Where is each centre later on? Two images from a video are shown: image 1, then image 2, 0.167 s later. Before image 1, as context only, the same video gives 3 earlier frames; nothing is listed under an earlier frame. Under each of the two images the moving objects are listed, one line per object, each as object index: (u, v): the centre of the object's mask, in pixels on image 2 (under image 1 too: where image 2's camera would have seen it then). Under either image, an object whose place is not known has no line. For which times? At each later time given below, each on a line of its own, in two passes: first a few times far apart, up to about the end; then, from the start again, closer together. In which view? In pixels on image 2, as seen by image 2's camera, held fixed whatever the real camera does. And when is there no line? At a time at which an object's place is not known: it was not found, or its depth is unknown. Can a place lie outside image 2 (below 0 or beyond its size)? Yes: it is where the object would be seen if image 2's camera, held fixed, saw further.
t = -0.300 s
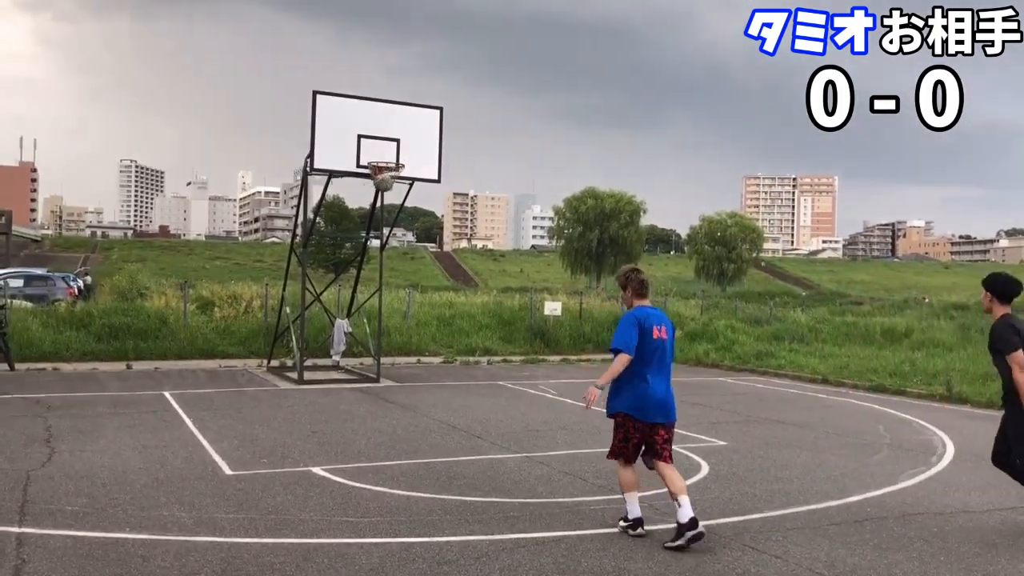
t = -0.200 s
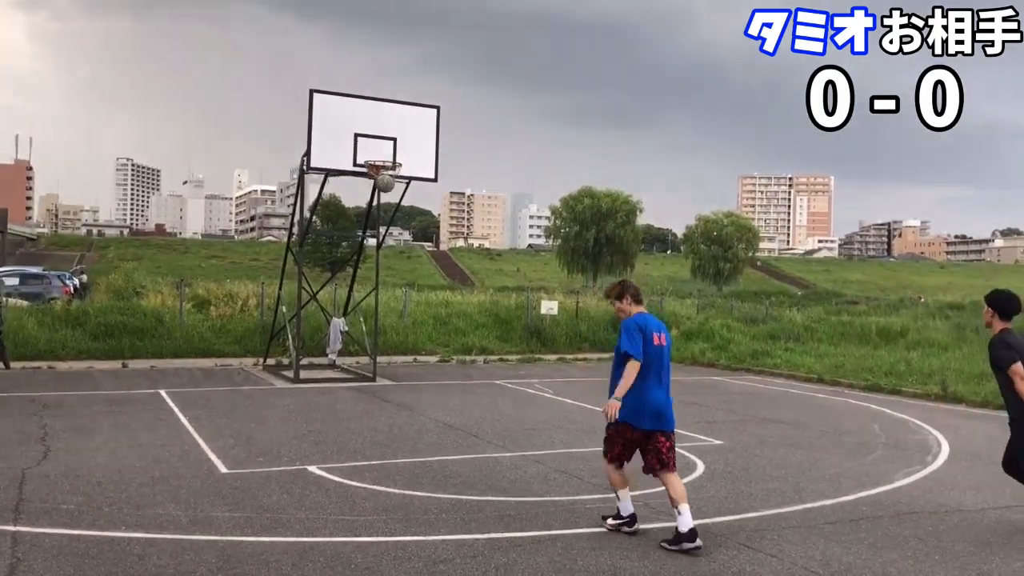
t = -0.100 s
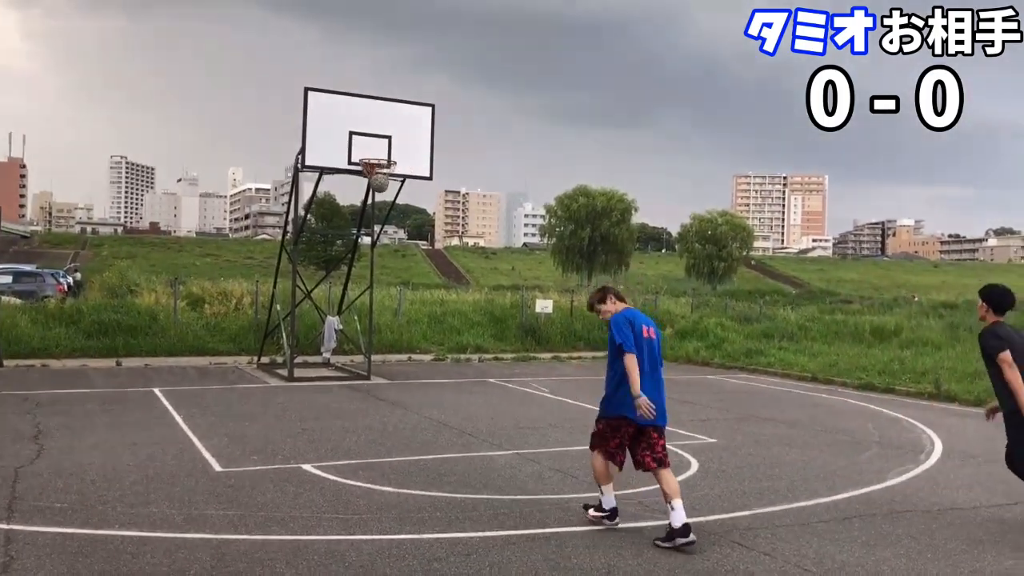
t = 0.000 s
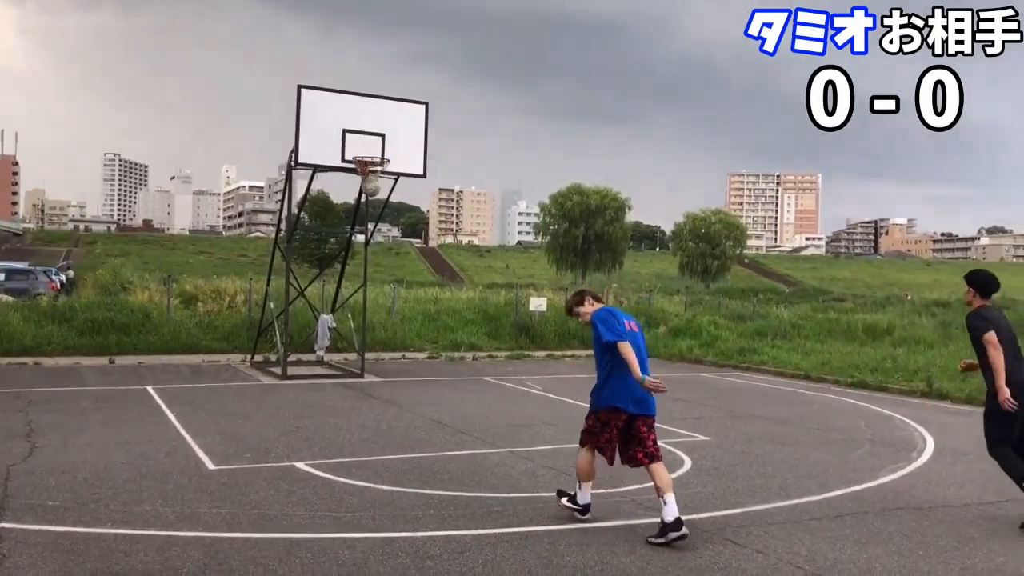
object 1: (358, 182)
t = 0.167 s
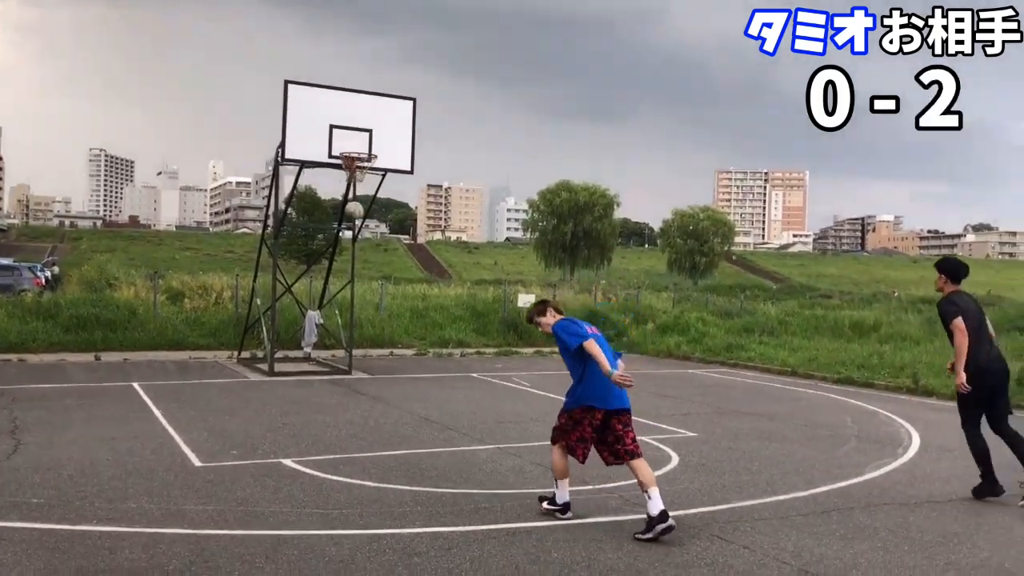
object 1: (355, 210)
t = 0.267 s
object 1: (351, 236)
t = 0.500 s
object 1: (343, 325)
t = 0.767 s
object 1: (334, 330)
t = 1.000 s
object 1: (327, 277)
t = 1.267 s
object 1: (317, 269)
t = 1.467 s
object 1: (310, 300)
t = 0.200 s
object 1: (353, 217)
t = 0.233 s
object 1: (352, 227)
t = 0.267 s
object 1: (351, 236)
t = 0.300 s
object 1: (349, 246)
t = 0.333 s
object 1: (349, 258)
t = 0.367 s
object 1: (347, 270)
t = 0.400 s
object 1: (346, 282)
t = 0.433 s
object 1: (345, 296)
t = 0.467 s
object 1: (344, 310)
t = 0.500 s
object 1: (343, 325)
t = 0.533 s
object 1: (341, 341)
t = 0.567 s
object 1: (340, 358)
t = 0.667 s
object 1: (337, 366)
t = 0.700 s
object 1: (336, 353)
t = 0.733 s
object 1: (335, 342)
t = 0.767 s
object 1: (334, 330)
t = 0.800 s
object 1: (333, 320)
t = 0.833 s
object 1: (332, 310)
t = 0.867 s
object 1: (331, 303)
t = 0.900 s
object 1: (330, 294)
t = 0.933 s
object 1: (329, 287)
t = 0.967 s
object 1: (328, 282)
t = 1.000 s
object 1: (327, 277)
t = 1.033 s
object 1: (326, 272)
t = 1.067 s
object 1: (324, 266)
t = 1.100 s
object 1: (322, 264)
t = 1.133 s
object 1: (321, 264)
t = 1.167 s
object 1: (320, 264)
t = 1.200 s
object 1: (319, 264)
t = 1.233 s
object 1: (318, 266)
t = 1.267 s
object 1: (317, 269)
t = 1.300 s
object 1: (316, 272)
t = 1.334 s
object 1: (314, 276)
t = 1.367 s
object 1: (313, 280)
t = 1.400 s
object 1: (312, 286)
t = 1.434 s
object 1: (311, 293)
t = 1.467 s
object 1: (310, 300)
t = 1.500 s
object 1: (308, 308)
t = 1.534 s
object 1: (306, 317)
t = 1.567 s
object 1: (304, 326)
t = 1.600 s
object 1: (303, 337)
